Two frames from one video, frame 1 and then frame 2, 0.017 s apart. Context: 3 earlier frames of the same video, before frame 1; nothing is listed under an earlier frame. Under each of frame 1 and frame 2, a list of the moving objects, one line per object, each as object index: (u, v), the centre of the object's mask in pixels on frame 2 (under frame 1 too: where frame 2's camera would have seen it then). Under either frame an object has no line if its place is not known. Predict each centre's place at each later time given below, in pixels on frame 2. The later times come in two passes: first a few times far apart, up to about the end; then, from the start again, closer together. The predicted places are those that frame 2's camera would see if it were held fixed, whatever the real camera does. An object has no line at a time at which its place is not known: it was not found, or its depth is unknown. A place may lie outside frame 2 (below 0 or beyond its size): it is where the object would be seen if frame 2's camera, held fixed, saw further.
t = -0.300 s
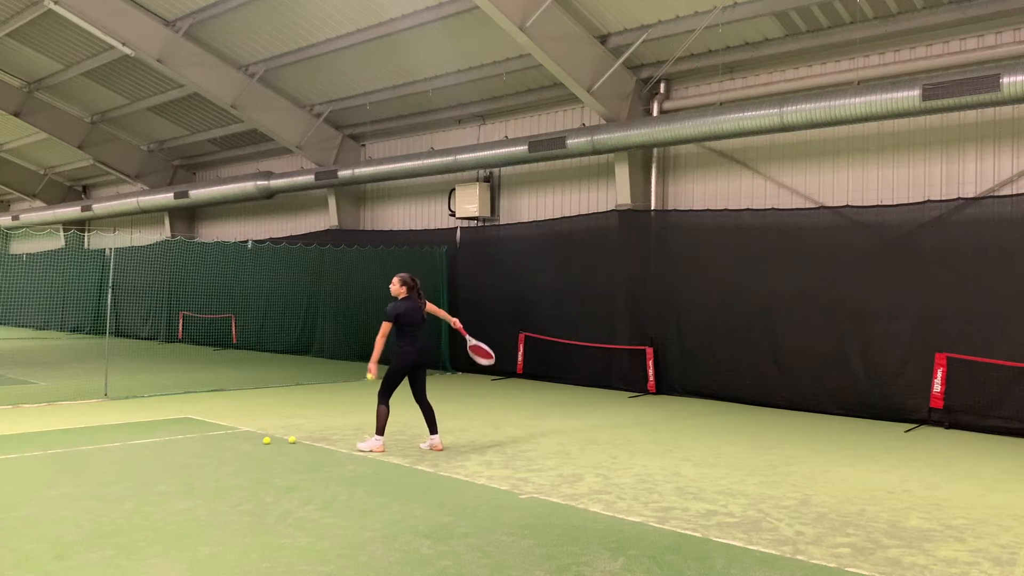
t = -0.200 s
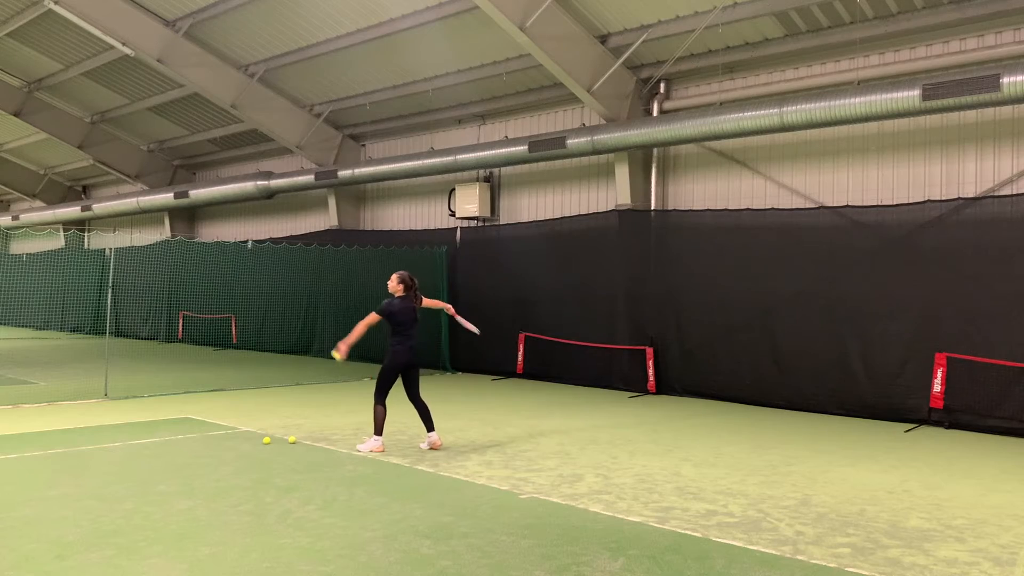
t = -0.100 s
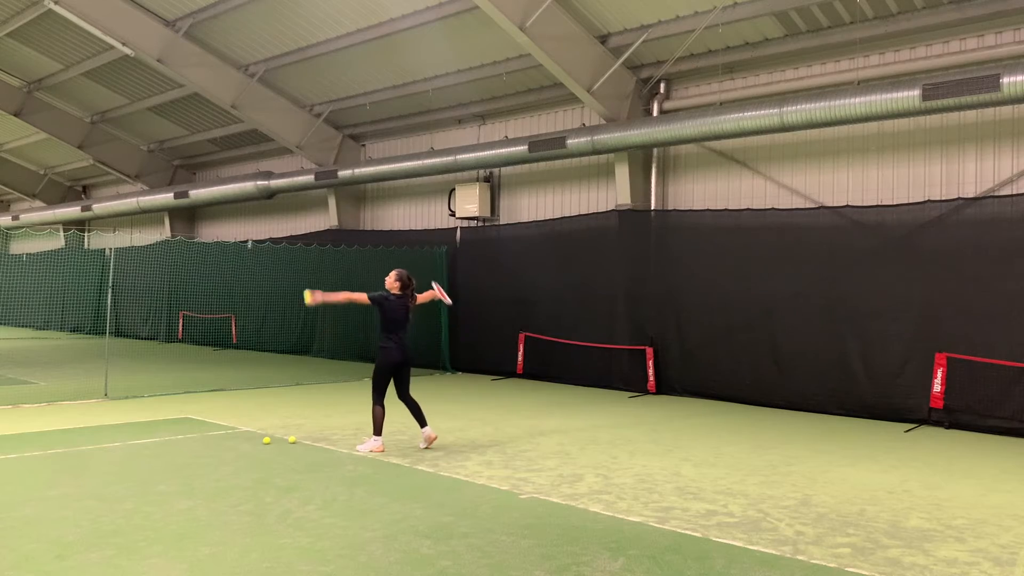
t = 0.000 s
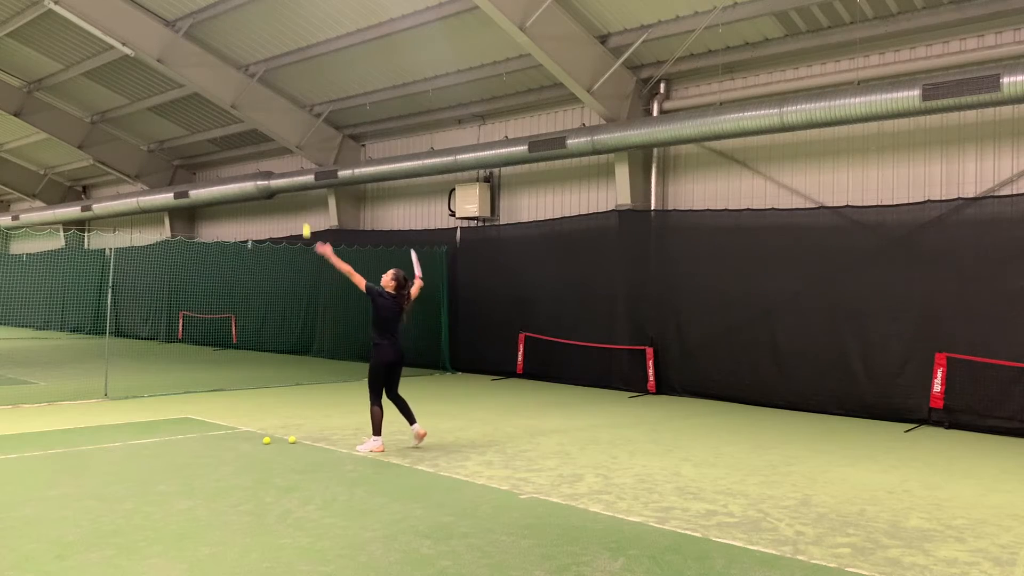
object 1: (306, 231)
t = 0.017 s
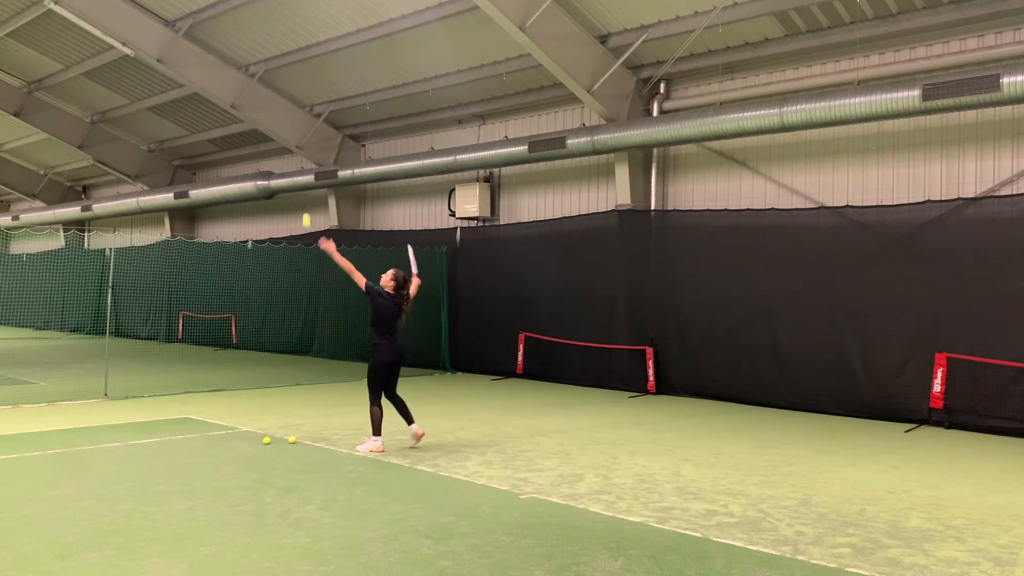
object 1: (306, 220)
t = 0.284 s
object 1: (304, 101)
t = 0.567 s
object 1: (300, 59)
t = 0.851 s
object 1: (296, 103)
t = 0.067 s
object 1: (306, 192)
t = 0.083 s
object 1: (305, 184)
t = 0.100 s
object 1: (305, 174)
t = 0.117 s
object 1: (305, 166)
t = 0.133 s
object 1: (305, 159)
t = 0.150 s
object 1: (305, 151)
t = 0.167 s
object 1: (305, 144)
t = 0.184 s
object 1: (305, 137)
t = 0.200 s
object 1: (304, 130)
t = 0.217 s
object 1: (304, 123)
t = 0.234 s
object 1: (304, 117)
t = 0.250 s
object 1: (304, 112)
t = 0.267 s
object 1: (304, 106)
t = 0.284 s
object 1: (304, 101)
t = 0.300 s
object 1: (304, 96)
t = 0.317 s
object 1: (303, 92)
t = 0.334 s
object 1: (303, 87)
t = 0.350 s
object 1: (303, 83)
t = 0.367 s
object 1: (303, 79)
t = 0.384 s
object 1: (303, 76)
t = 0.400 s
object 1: (303, 73)
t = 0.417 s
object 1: (302, 70)
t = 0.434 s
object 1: (302, 68)
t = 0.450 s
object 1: (302, 66)
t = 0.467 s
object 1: (302, 63)
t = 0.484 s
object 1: (301, 62)
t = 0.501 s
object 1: (301, 61)
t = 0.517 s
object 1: (301, 60)
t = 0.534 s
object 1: (301, 59)
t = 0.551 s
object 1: (300, 59)
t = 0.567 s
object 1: (300, 59)
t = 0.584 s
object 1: (300, 59)
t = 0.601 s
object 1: (300, 59)
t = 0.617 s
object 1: (299, 60)
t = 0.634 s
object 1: (299, 61)
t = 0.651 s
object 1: (299, 62)
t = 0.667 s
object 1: (299, 64)
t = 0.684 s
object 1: (298, 66)
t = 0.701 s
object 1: (298, 68)
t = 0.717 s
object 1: (298, 71)
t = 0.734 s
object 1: (298, 74)
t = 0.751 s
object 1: (297, 77)
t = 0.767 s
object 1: (297, 80)
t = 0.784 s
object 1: (297, 84)
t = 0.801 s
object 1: (296, 88)
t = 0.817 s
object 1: (296, 93)
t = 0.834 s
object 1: (296, 97)
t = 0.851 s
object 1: (296, 103)
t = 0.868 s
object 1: (295, 108)
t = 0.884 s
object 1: (295, 113)
